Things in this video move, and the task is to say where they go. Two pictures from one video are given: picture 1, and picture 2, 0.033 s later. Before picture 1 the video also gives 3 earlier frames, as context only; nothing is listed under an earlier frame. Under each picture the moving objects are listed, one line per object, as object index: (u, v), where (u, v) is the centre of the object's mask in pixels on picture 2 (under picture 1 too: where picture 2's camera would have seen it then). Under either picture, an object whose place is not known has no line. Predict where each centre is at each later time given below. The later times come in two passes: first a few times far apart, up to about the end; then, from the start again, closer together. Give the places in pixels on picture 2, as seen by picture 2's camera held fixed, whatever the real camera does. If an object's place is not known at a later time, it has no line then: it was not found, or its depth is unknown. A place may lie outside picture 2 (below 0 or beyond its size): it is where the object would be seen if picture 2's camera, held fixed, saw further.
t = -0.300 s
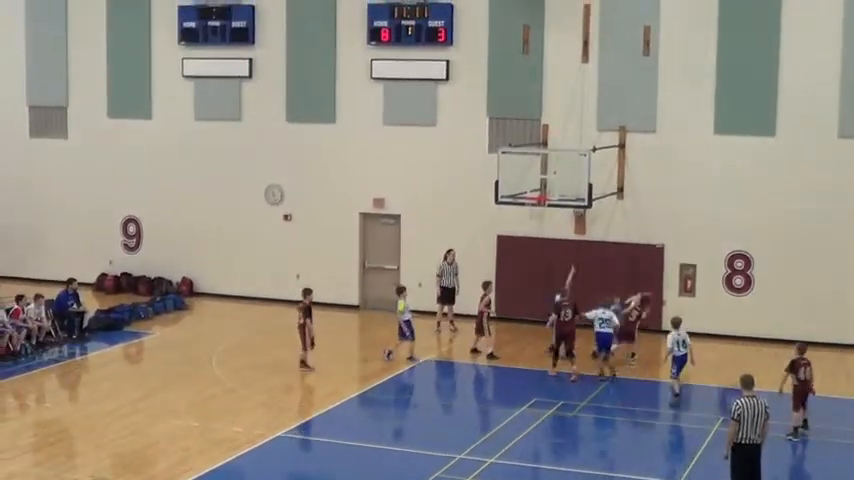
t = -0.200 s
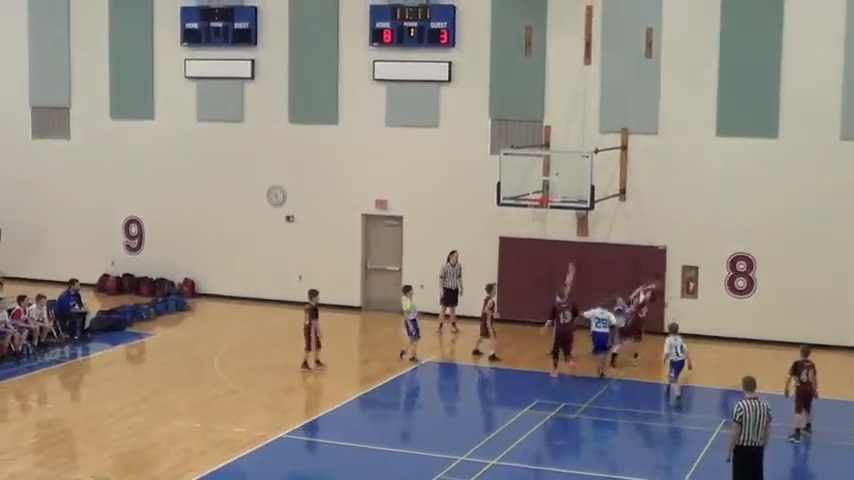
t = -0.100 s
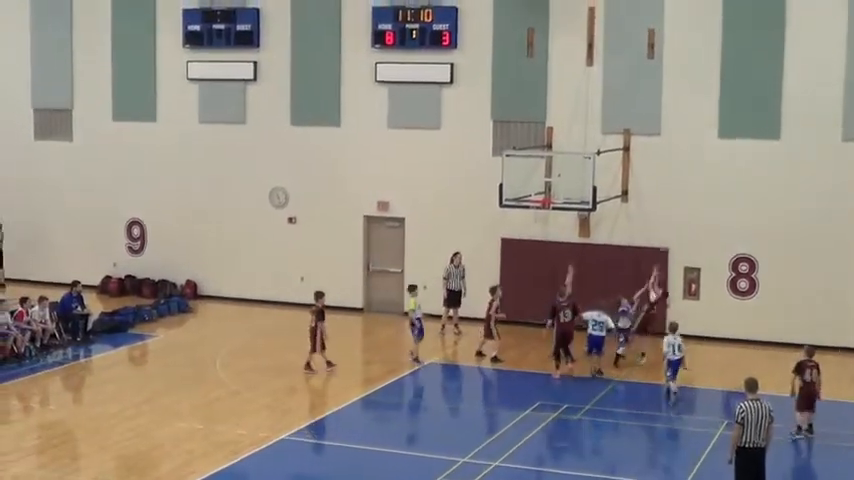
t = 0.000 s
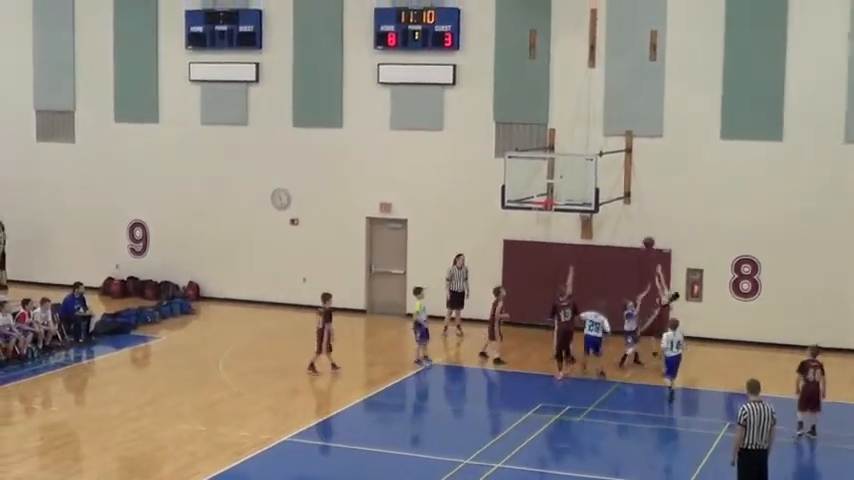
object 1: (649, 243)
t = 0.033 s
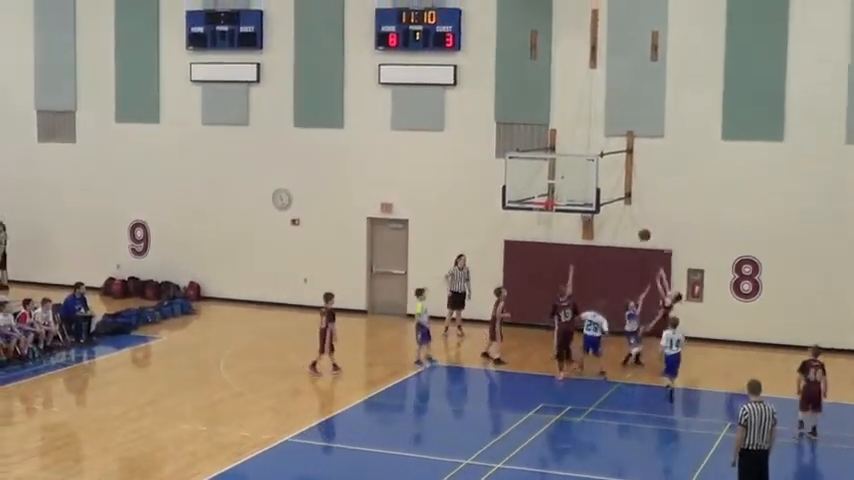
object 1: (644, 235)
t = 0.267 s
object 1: (610, 196)
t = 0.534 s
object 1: (571, 184)
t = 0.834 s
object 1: (544, 213)
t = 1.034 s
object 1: (551, 220)
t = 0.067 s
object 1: (639, 227)
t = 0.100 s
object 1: (634, 221)
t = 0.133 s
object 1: (629, 214)
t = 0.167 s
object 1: (625, 209)
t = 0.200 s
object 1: (620, 203)
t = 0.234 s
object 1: (614, 199)
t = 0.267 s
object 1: (610, 196)
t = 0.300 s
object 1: (605, 192)
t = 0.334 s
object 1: (600, 190)
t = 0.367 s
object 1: (594, 187)
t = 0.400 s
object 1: (590, 185)
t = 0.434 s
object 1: (585, 184)
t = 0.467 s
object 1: (580, 184)
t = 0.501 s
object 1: (575, 184)
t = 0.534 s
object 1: (571, 184)
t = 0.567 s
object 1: (565, 186)
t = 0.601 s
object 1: (561, 188)
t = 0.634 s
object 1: (557, 190)
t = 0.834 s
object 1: (544, 213)
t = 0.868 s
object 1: (547, 216)
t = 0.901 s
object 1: (549, 218)
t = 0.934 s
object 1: (551, 219)
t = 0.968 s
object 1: (551, 219)
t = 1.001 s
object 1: (551, 219)
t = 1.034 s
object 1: (551, 220)
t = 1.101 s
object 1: (552, 222)
